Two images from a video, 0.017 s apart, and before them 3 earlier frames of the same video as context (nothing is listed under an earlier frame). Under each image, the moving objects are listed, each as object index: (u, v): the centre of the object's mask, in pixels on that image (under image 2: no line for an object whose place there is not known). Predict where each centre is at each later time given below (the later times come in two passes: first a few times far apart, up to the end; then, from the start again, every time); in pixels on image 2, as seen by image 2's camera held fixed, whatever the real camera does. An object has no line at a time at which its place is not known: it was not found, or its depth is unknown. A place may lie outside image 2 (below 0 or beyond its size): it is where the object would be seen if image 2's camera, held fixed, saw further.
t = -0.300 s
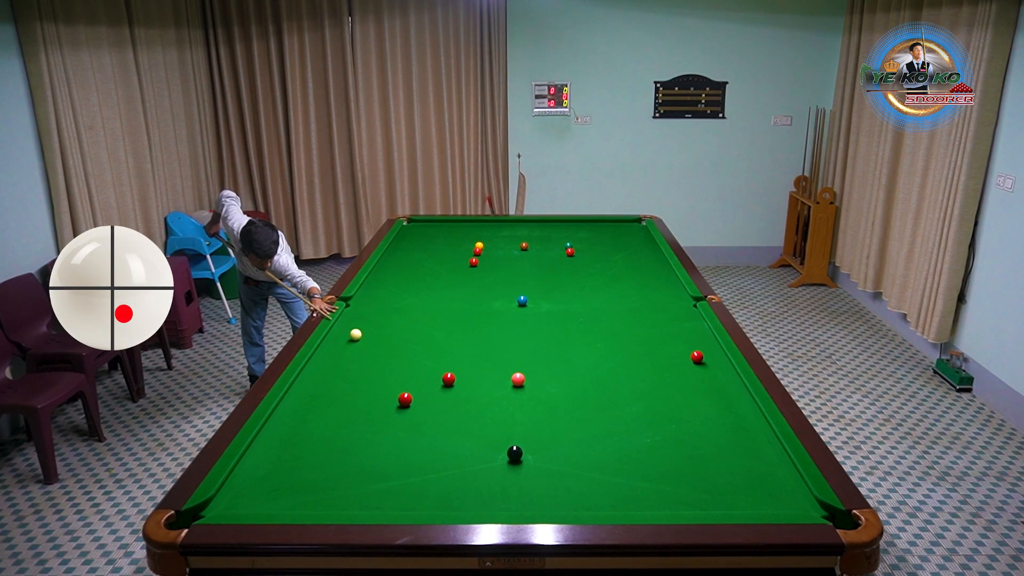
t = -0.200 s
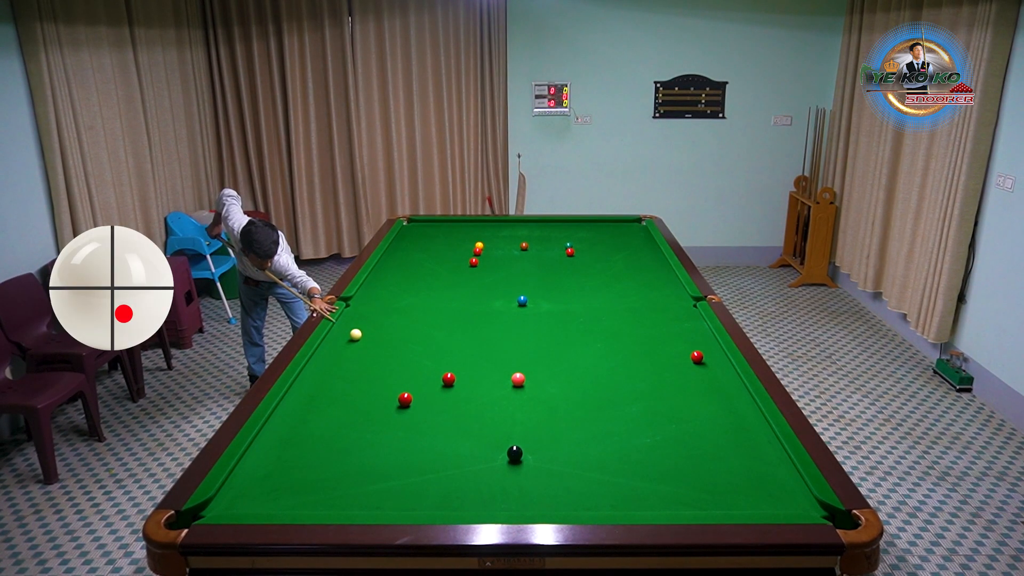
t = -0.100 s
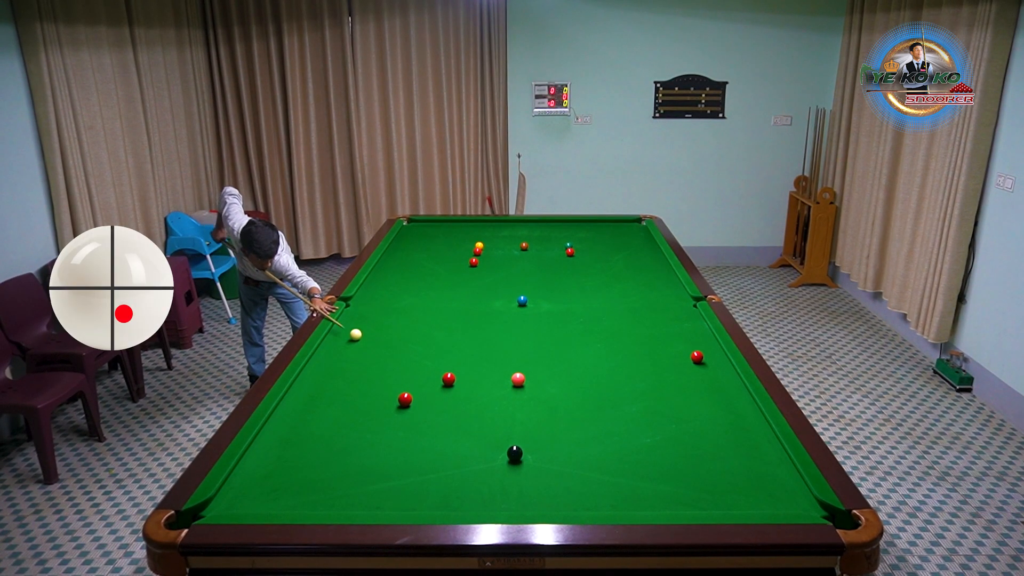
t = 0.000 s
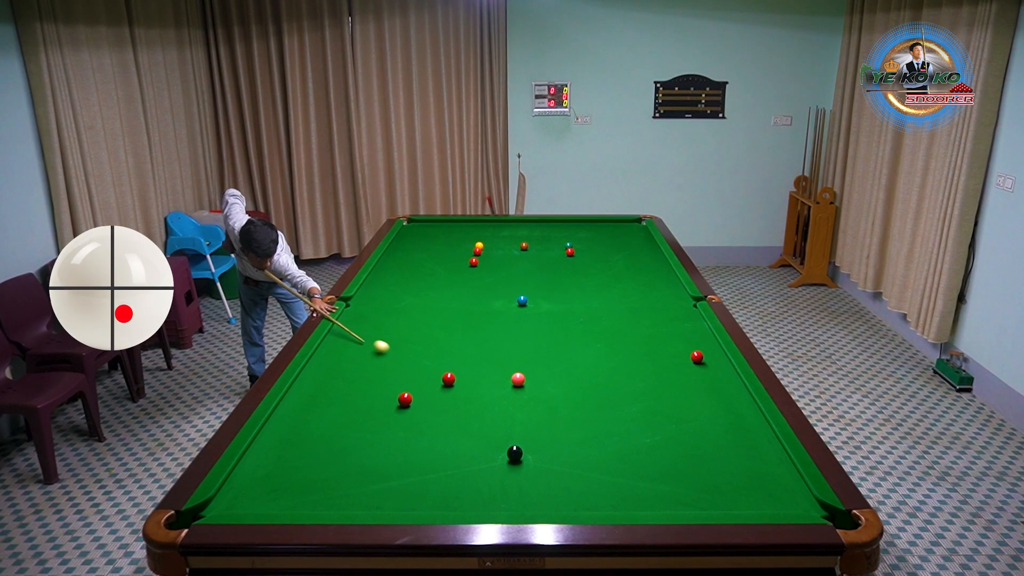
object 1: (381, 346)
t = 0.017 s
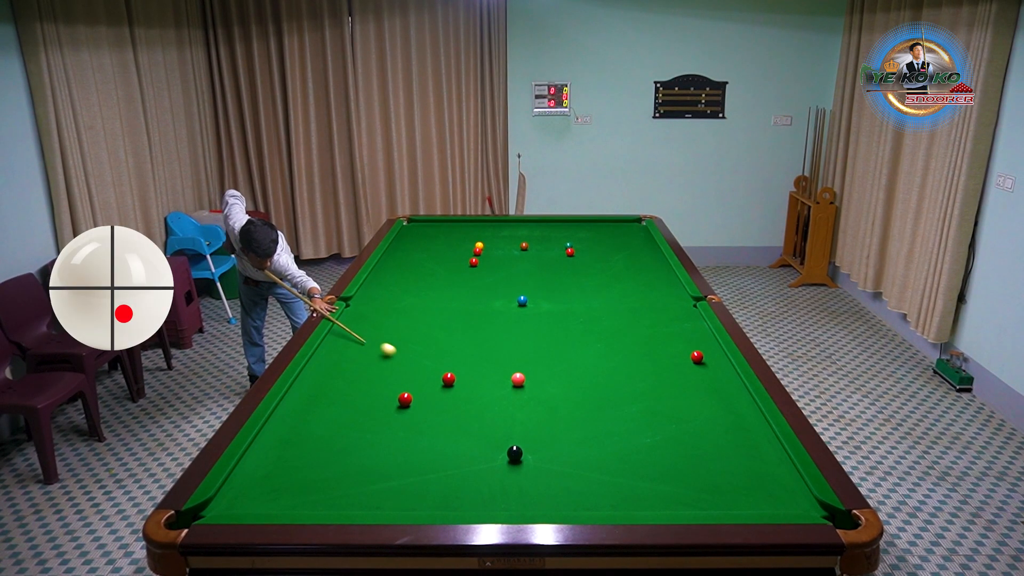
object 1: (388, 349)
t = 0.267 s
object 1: (436, 379)
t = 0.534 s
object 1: (432, 387)
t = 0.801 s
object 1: (427, 394)
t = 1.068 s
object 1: (423, 401)
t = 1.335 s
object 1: (418, 406)
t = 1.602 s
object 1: (415, 411)
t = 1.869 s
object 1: (412, 415)
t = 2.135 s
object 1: (409, 418)
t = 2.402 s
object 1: (408, 420)
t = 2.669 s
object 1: (406, 421)
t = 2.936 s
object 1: (407, 421)
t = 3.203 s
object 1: (407, 421)
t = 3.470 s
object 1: (407, 421)
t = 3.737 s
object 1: (407, 421)
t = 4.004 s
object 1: (407, 421)
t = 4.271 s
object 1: (407, 421)
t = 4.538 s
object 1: (407, 421)
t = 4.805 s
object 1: (407, 421)
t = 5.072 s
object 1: (407, 421)
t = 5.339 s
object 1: (407, 421)
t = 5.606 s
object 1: (407, 421)
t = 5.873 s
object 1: (407, 421)
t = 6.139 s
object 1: (407, 421)
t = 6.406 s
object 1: (407, 421)
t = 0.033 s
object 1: (395, 353)
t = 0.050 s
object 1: (401, 356)
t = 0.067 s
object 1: (408, 359)
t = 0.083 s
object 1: (415, 363)
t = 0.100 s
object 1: (422, 366)
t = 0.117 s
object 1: (429, 370)
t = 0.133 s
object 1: (436, 373)
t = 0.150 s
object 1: (439, 375)
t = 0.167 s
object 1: (438, 376)
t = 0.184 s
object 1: (438, 377)
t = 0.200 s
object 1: (438, 377)
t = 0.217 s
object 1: (437, 378)
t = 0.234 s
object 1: (437, 378)
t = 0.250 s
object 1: (437, 379)
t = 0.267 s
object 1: (436, 379)
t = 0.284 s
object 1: (436, 380)
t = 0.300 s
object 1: (436, 380)
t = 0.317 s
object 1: (435, 381)
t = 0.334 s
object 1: (435, 381)
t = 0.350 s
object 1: (435, 382)
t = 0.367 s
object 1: (434, 382)
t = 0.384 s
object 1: (434, 383)
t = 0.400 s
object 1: (434, 383)
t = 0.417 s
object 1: (434, 384)
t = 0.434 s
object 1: (433, 384)
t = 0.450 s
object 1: (433, 384)
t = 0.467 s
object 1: (433, 385)
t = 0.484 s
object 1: (432, 385)
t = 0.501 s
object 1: (432, 386)
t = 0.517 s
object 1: (432, 386)
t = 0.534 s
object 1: (432, 387)
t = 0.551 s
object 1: (431, 387)
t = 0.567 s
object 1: (431, 388)
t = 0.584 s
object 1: (431, 388)
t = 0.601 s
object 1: (430, 389)
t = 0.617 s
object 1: (430, 389)
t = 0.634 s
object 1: (430, 390)
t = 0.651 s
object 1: (429, 390)
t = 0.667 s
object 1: (429, 391)
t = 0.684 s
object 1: (429, 391)
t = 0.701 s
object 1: (429, 391)
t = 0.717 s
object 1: (428, 392)
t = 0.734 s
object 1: (428, 392)
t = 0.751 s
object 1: (428, 393)
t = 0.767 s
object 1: (427, 393)
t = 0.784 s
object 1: (427, 393)
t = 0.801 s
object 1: (427, 394)
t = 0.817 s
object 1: (427, 394)
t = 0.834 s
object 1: (426, 395)
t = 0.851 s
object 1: (426, 395)
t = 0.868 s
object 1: (426, 396)
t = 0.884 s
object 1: (425, 396)
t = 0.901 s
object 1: (425, 396)
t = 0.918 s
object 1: (425, 397)
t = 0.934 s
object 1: (425, 397)
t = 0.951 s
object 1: (424, 398)
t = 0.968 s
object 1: (424, 398)
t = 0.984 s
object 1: (424, 399)
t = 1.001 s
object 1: (423, 399)
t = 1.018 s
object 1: (423, 399)
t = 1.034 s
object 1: (423, 400)
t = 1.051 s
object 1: (423, 400)
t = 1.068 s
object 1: (423, 401)
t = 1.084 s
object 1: (422, 401)
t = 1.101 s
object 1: (422, 401)
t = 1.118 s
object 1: (422, 402)
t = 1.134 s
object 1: (421, 402)
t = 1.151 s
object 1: (421, 402)
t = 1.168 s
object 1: (421, 403)
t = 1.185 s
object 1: (420, 403)
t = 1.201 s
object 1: (420, 404)
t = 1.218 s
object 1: (420, 404)
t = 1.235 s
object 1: (420, 404)
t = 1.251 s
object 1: (420, 405)
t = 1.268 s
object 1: (419, 405)
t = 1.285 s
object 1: (419, 405)
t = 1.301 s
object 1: (419, 406)
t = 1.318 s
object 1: (419, 406)
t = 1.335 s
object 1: (418, 406)
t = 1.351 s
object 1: (418, 407)
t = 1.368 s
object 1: (418, 407)
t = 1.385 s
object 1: (417, 407)
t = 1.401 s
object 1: (417, 408)
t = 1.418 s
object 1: (417, 408)
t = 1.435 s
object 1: (417, 408)
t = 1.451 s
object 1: (417, 409)
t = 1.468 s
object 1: (416, 409)
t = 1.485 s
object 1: (416, 409)
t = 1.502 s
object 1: (416, 410)
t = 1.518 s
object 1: (416, 410)
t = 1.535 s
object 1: (415, 410)
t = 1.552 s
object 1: (415, 411)
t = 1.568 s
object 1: (415, 411)
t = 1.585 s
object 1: (415, 411)
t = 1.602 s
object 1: (415, 411)
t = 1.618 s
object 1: (415, 412)
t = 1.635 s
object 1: (414, 412)
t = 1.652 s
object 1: (414, 412)
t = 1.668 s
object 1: (414, 412)
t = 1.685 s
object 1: (414, 413)
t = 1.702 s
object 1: (414, 413)
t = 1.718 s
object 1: (413, 413)
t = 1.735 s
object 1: (413, 414)
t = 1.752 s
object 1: (413, 414)
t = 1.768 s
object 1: (413, 414)
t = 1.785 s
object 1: (412, 414)
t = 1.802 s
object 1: (412, 415)
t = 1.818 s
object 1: (412, 415)
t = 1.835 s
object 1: (412, 415)
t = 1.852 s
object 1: (412, 415)
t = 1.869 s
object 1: (412, 415)
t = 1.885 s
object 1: (411, 416)
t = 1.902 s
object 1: (411, 416)
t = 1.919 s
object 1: (411, 416)
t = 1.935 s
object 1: (411, 416)
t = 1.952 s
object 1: (411, 416)
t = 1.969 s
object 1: (411, 417)
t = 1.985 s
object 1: (411, 417)
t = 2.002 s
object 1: (410, 417)
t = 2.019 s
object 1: (410, 417)
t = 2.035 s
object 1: (410, 417)
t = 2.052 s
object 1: (410, 417)
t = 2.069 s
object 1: (410, 418)
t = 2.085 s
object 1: (410, 418)
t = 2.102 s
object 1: (410, 418)
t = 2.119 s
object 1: (409, 418)
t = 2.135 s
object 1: (409, 418)
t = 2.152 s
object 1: (409, 418)
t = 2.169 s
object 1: (409, 419)
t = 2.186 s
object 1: (409, 419)
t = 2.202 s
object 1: (409, 419)
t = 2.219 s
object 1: (409, 419)
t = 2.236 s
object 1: (408, 419)
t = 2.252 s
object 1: (408, 419)
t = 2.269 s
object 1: (408, 419)
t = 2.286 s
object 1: (408, 420)
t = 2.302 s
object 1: (408, 420)
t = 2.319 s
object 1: (408, 420)
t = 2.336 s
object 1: (408, 420)
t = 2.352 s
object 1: (408, 420)
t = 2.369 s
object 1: (408, 420)
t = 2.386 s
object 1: (408, 420)
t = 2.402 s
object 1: (408, 420)
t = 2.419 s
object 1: (408, 420)
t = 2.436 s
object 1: (407, 420)
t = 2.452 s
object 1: (407, 421)
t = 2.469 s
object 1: (407, 421)
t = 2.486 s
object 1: (407, 421)
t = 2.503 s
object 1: (407, 421)
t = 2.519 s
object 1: (407, 421)
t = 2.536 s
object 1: (407, 421)
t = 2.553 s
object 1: (407, 421)
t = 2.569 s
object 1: (407, 421)
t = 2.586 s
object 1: (407, 421)
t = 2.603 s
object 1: (407, 421)
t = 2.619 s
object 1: (407, 421)
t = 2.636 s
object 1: (407, 421)
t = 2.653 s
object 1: (407, 421)
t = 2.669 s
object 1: (406, 421)
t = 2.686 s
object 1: (407, 421)
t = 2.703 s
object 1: (406, 421)
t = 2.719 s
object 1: (407, 421)
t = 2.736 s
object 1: (406, 421)
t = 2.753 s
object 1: (407, 421)
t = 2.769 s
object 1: (406, 421)
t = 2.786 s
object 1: (407, 421)
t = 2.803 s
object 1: (407, 421)
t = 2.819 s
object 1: (407, 421)
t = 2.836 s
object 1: (407, 421)
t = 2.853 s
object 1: (407, 421)
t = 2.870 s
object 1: (407, 421)
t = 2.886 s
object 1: (407, 421)
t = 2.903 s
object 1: (407, 421)
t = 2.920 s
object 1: (407, 421)
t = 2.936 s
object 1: (407, 421)
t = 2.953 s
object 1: (407, 421)
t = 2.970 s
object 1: (407, 421)
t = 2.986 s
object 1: (407, 421)
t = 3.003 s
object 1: (407, 421)
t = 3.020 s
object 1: (407, 421)
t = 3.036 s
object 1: (407, 421)
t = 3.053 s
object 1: (407, 421)
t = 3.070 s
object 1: (407, 421)
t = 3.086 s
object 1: (407, 421)
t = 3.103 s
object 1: (407, 421)
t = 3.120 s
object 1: (407, 421)
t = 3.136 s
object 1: (407, 421)
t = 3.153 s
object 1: (407, 421)
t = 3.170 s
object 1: (407, 421)
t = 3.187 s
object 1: (407, 421)
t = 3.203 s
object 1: (407, 421)
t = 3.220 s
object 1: (407, 421)
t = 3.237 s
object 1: (407, 421)
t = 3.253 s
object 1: (407, 421)
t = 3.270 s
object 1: (407, 421)
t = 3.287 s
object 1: (407, 421)
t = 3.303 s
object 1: (407, 421)
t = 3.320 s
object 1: (407, 421)
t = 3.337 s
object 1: (407, 421)
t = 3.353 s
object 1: (407, 421)
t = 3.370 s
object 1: (407, 421)
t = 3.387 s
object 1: (407, 421)
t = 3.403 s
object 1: (407, 421)
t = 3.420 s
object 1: (407, 421)
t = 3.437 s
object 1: (407, 421)
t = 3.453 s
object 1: (407, 421)
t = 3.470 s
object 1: (407, 421)
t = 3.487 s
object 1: (407, 421)
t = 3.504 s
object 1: (407, 421)
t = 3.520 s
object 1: (407, 421)
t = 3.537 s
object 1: (407, 421)
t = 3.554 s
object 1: (407, 421)
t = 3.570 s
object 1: (407, 421)
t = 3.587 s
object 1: (407, 421)
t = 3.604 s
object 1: (407, 421)
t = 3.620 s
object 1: (407, 421)
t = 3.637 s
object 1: (407, 421)
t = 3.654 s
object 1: (407, 421)
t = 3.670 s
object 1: (407, 421)
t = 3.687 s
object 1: (407, 421)
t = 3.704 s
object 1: (407, 421)
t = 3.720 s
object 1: (407, 421)
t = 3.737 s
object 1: (407, 421)
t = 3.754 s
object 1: (407, 421)
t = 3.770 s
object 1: (407, 421)
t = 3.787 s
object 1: (407, 421)
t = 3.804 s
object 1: (407, 421)
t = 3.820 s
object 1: (407, 421)
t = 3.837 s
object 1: (407, 421)
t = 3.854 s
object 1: (407, 421)
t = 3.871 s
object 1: (407, 421)
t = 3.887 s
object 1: (407, 421)
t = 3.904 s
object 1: (407, 421)
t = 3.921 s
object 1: (407, 421)
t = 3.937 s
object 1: (407, 421)
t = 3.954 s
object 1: (407, 421)
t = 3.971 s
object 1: (407, 421)
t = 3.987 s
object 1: (407, 421)
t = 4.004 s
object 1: (407, 421)
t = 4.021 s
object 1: (407, 421)
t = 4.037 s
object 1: (407, 421)
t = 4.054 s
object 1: (407, 421)
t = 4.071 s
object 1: (407, 421)
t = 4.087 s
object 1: (407, 421)
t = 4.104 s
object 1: (407, 421)
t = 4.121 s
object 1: (407, 421)
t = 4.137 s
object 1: (407, 421)
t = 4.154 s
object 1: (407, 421)
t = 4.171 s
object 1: (407, 421)
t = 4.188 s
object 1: (407, 421)
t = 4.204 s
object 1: (407, 421)
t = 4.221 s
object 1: (407, 421)
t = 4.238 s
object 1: (407, 421)
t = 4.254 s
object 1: (407, 421)
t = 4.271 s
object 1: (407, 421)
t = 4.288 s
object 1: (407, 421)
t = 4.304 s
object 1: (407, 421)
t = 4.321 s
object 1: (407, 421)
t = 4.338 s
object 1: (407, 421)
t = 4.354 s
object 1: (407, 421)
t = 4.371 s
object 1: (407, 421)
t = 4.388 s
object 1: (407, 421)
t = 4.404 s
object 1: (407, 421)
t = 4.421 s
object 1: (407, 421)
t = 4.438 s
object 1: (407, 421)
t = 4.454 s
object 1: (407, 421)
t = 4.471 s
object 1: (407, 421)
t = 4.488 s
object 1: (407, 421)
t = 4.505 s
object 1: (407, 421)
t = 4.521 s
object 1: (407, 421)
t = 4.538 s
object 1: (407, 421)
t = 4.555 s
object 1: (407, 421)
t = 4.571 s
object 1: (407, 421)
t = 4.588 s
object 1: (407, 421)
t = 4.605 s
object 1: (407, 421)
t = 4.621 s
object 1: (407, 421)
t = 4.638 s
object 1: (407, 421)
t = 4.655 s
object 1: (407, 421)
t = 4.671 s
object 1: (407, 421)
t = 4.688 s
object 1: (407, 421)
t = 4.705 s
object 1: (407, 421)
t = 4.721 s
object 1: (407, 421)
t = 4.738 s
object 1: (407, 421)
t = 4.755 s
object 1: (407, 421)
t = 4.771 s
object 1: (407, 421)
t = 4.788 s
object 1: (407, 421)
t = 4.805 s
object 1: (407, 421)
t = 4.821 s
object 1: (407, 421)
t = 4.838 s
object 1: (407, 421)
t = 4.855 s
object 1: (407, 421)
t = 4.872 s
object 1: (407, 421)
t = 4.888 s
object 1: (407, 421)
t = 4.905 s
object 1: (407, 421)
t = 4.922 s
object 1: (407, 421)
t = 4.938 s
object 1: (407, 421)
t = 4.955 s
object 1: (407, 421)
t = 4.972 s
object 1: (407, 421)
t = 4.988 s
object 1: (407, 421)
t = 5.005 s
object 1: (407, 421)
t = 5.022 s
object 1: (407, 421)
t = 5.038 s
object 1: (407, 421)
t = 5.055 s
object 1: (407, 421)
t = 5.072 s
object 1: (407, 421)
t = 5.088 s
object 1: (407, 421)
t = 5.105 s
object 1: (407, 421)
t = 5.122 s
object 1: (407, 421)
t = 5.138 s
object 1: (407, 421)
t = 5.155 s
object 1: (407, 421)
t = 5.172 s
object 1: (407, 421)
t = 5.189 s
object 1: (407, 421)
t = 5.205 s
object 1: (407, 421)
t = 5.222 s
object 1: (407, 421)
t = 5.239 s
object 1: (407, 421)
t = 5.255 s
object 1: (407, 421)
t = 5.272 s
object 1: (407, 421)
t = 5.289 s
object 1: (407, 421)
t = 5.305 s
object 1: (407, 421)
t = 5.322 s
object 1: (407, 421)
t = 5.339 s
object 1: (407, 421)
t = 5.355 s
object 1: (407, 421)
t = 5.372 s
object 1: (407, 421)
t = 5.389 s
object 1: (407, 421)
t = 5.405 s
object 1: (407, 421)
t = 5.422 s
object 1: (407, 421)
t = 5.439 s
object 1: (407, 421)
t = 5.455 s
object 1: (407, 421)
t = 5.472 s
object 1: (407, 421)
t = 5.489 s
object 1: (407, 421)
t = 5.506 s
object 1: (407, 421)
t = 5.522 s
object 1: (407, 421)
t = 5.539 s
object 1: (407, 421)
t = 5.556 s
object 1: (407, 421)
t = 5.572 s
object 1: (407, 421)
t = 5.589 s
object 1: (407, 421)
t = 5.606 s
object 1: (407, 421)
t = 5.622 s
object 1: (407, 421)
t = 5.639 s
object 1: (407, 421)
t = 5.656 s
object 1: (407, 421)
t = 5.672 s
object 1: (407, 421)
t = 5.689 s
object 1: (407, 421)
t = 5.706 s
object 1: (407, 421)
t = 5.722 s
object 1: (407, 421)
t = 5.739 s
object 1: (407, 421)
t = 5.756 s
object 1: (407, 421)
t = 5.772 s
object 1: (407, 421)
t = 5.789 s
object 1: (407, 421)
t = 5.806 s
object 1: (407, 421)
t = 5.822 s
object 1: (407, 421)
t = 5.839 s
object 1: (407, 421)
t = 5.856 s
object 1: (407, 421)
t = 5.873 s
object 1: (407, 421)
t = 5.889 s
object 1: (407, 421)
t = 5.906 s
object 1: (407, 421)
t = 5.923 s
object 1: (407, 421)
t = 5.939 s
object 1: (407, 421)
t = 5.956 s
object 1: (407, 421)
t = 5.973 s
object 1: (407, 421)
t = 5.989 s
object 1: (407, 421)
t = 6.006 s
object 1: (407, 421)
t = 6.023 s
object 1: (407, 421)
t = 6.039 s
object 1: (407, 421)
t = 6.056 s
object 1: (407, 421)
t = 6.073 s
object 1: (407, 421)
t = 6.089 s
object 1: (407, 421)
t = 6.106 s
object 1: (407, 421)
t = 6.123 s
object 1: (407, 421)
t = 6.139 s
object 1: (407, 421)
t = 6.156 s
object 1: (407, 421)
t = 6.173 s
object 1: (407, 421)
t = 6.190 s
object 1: (407, 421)
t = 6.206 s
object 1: (407, 421)
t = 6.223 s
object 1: (407, 421)
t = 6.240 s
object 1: (407, 421)
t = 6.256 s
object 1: (407, 421)
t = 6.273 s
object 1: (407, 421)
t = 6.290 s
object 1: (407, 421)
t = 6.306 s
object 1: (407, 421)
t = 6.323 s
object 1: (407, 421)
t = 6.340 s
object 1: (407, 421)
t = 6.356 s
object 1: (407, 421)
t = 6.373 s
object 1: (407, 421)
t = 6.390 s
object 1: (407, 421)
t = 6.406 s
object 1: (407, 421)
